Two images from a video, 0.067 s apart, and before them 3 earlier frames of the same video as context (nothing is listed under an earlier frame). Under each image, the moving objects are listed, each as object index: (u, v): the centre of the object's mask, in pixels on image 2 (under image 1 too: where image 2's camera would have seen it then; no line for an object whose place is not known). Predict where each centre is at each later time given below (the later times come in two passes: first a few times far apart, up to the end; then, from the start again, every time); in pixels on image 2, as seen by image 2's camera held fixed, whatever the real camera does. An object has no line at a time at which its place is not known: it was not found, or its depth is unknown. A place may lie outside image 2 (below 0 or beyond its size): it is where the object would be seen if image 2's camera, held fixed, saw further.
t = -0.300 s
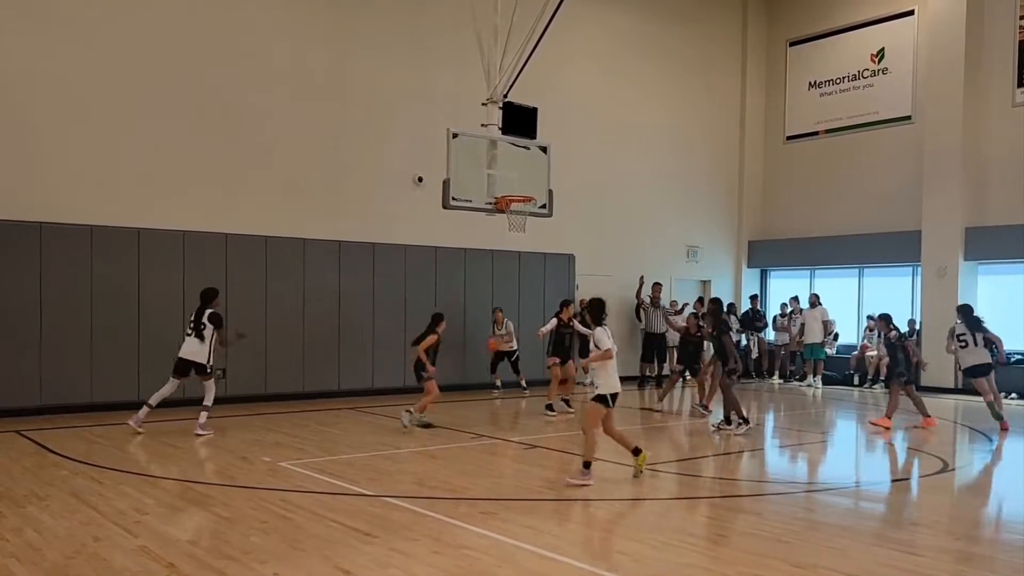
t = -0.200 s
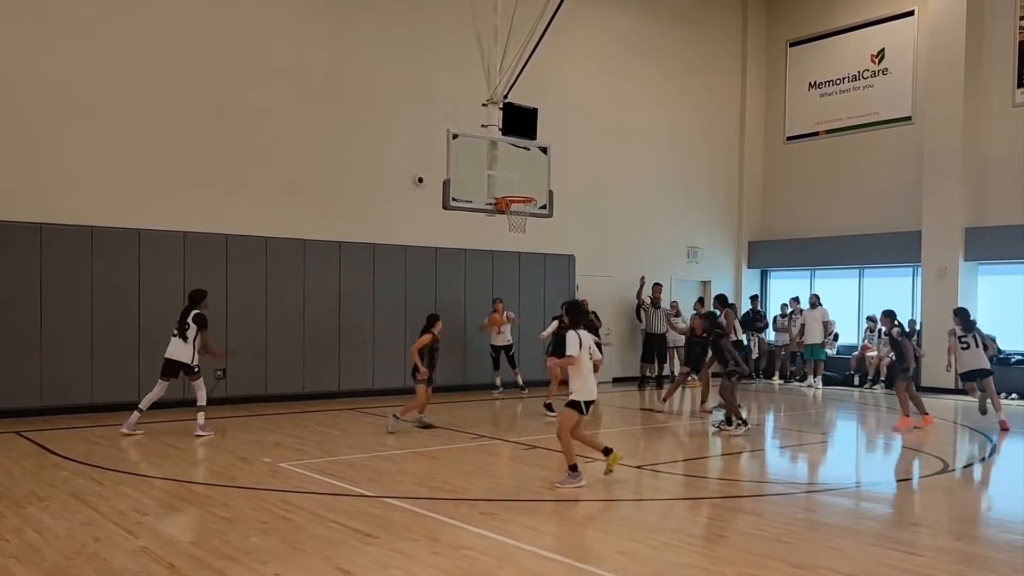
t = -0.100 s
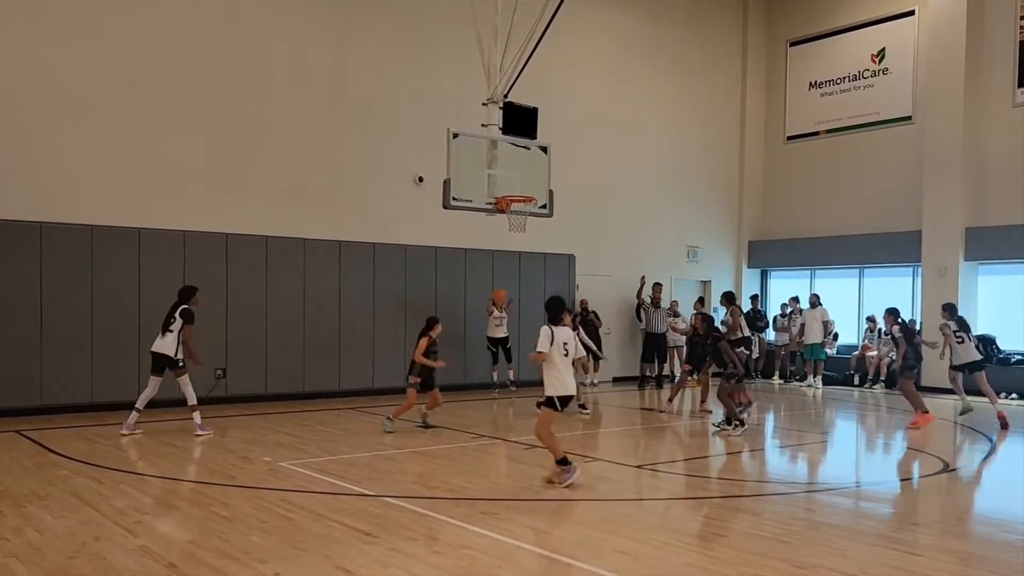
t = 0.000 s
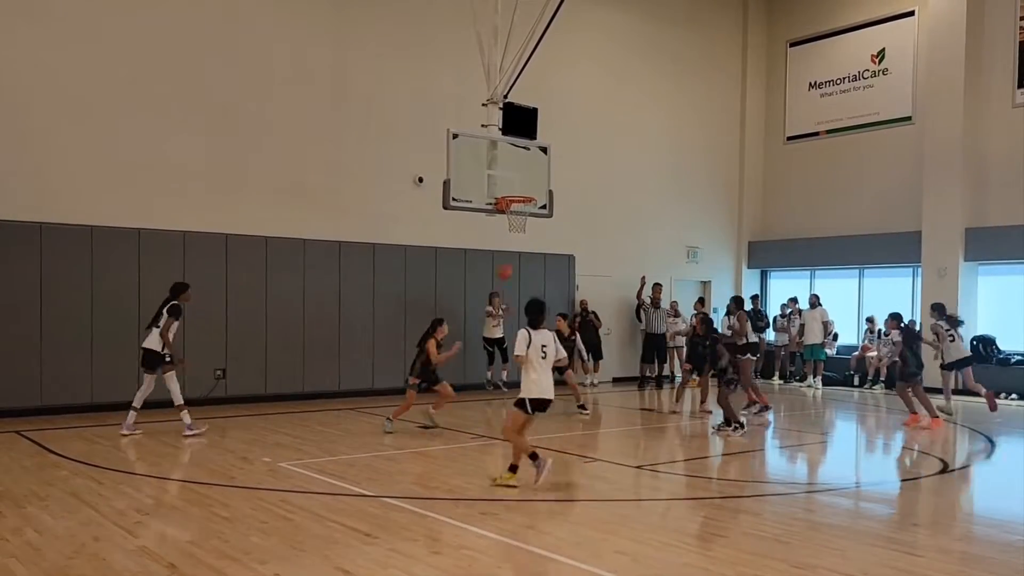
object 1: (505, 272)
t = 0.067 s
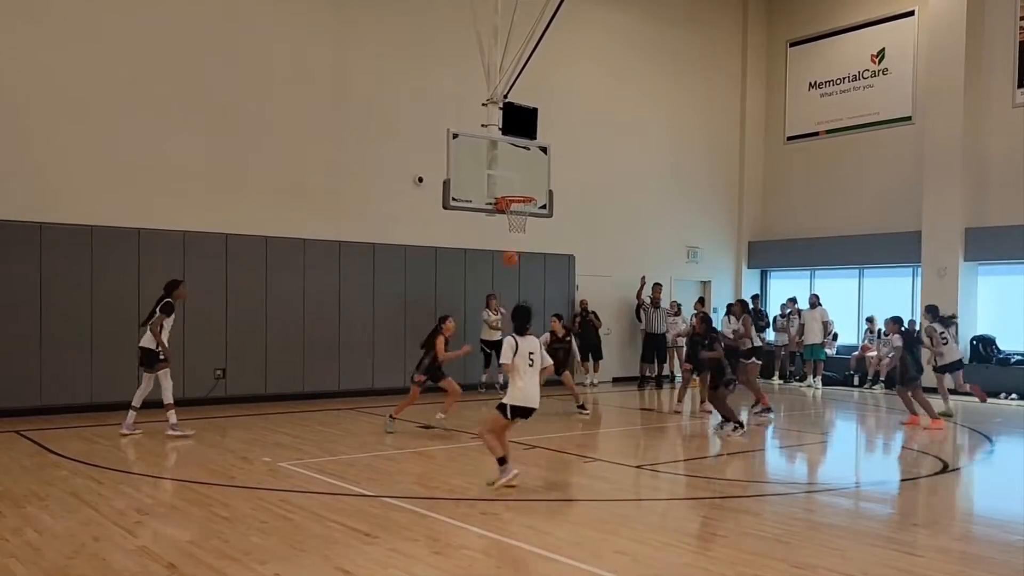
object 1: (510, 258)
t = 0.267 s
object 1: (527, 229)
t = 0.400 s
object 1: (541, 223)
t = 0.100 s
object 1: (512, 252)
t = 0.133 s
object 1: (515, 246)
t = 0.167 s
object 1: (518, 241)
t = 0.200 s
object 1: (521, 237)
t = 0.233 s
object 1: (524, 233)
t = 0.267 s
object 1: (527, 229)
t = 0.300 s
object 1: (530, 226)
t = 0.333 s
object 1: (534, 224)
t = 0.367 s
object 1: (537, 223)
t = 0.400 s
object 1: (541, 223)
